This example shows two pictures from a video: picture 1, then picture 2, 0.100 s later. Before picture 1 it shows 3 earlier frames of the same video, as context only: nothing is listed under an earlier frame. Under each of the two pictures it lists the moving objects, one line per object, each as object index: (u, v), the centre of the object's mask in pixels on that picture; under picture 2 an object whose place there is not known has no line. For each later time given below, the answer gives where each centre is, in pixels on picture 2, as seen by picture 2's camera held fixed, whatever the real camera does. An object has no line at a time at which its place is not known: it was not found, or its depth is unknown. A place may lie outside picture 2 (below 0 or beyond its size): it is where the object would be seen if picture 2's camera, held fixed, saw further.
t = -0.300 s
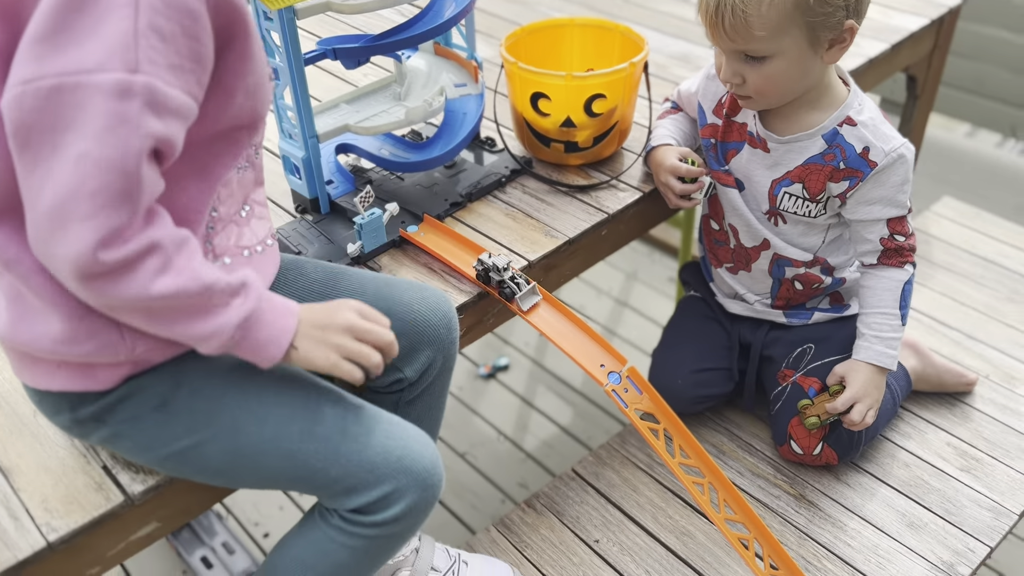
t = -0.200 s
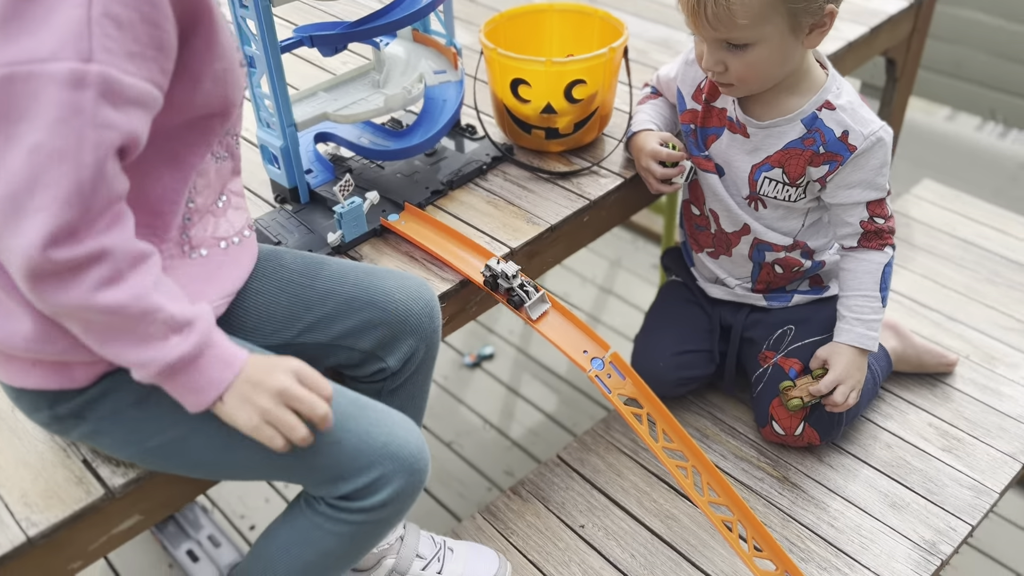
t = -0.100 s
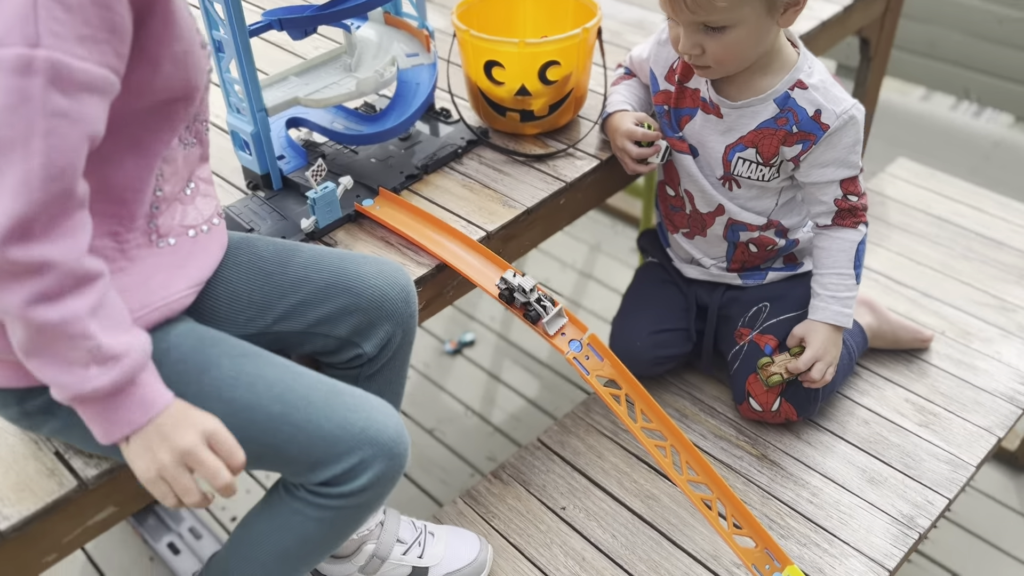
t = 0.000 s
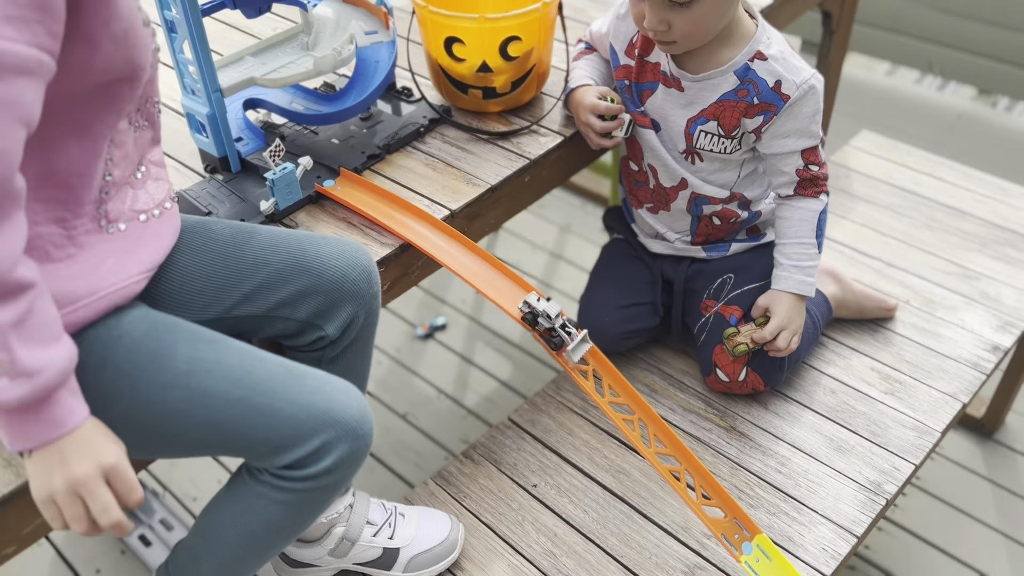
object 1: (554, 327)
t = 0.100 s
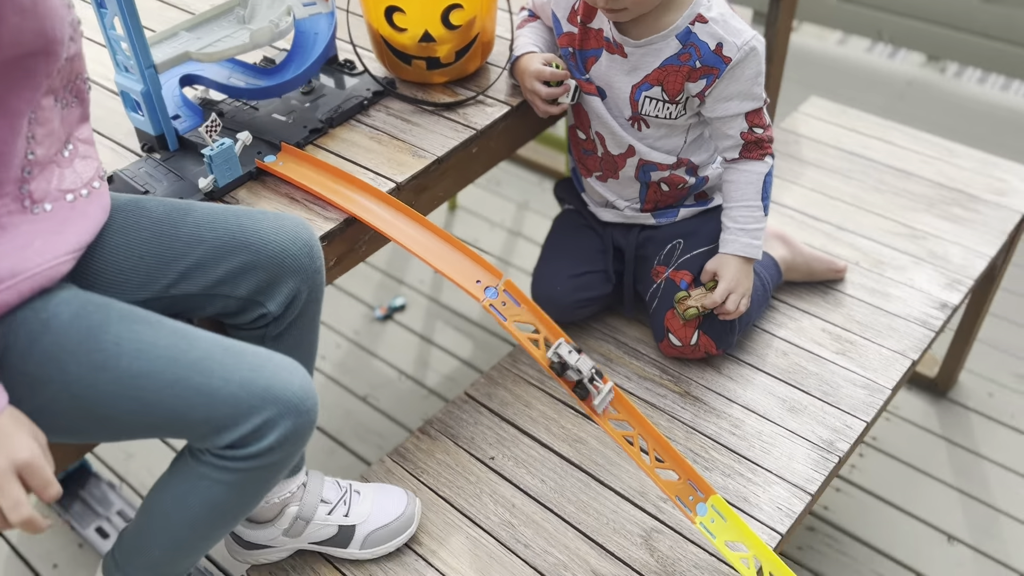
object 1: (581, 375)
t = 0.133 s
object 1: (614, 410)
